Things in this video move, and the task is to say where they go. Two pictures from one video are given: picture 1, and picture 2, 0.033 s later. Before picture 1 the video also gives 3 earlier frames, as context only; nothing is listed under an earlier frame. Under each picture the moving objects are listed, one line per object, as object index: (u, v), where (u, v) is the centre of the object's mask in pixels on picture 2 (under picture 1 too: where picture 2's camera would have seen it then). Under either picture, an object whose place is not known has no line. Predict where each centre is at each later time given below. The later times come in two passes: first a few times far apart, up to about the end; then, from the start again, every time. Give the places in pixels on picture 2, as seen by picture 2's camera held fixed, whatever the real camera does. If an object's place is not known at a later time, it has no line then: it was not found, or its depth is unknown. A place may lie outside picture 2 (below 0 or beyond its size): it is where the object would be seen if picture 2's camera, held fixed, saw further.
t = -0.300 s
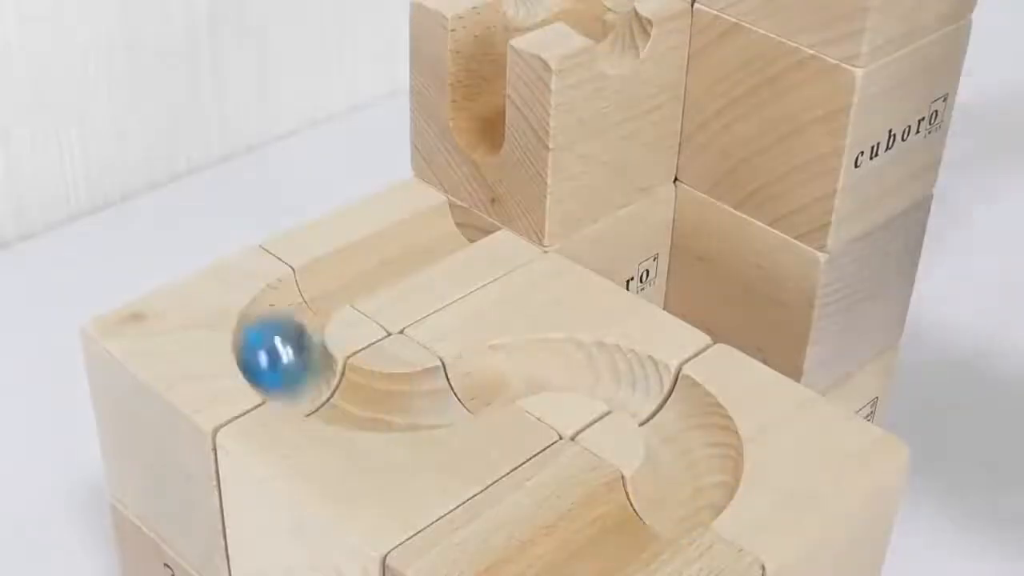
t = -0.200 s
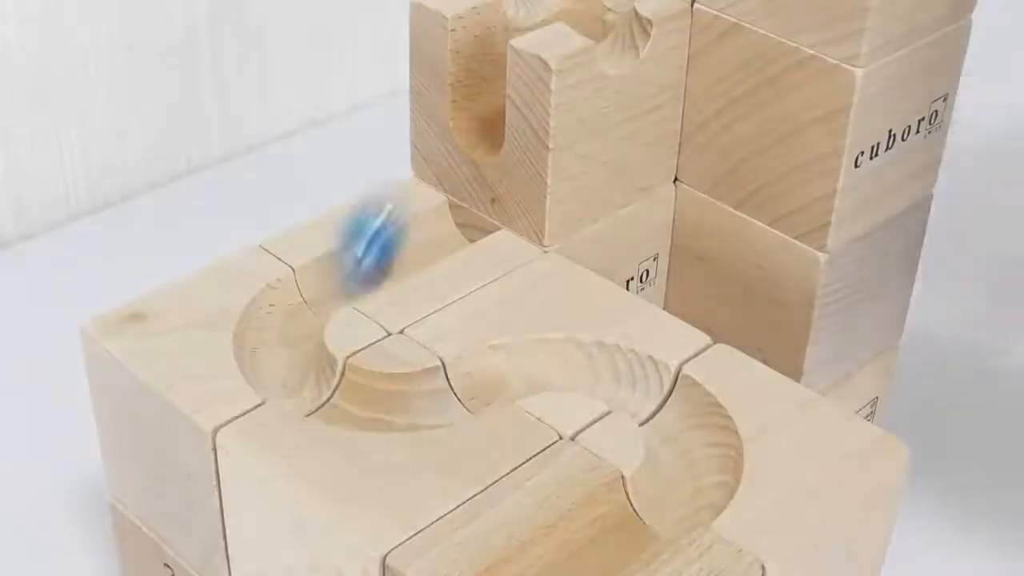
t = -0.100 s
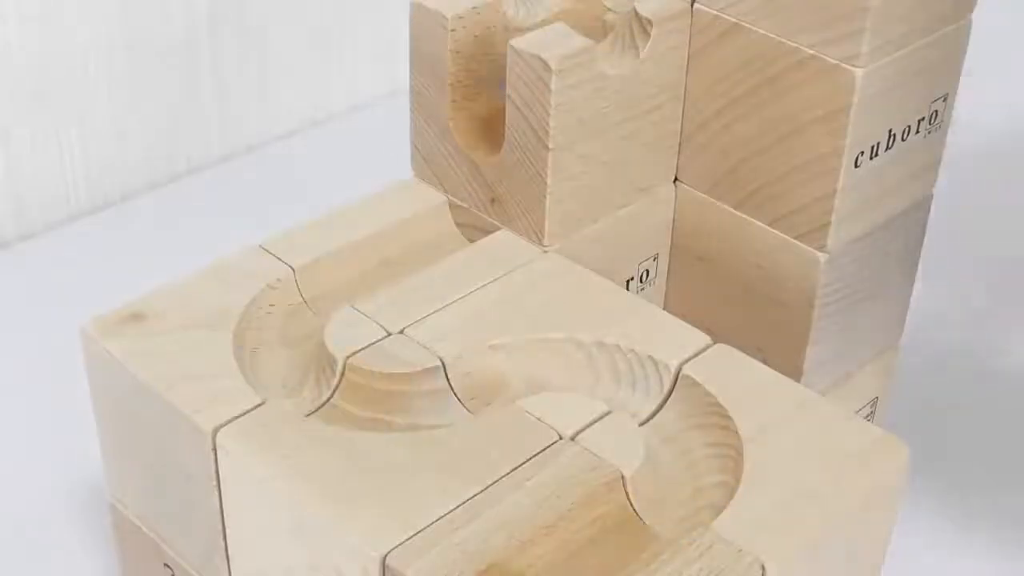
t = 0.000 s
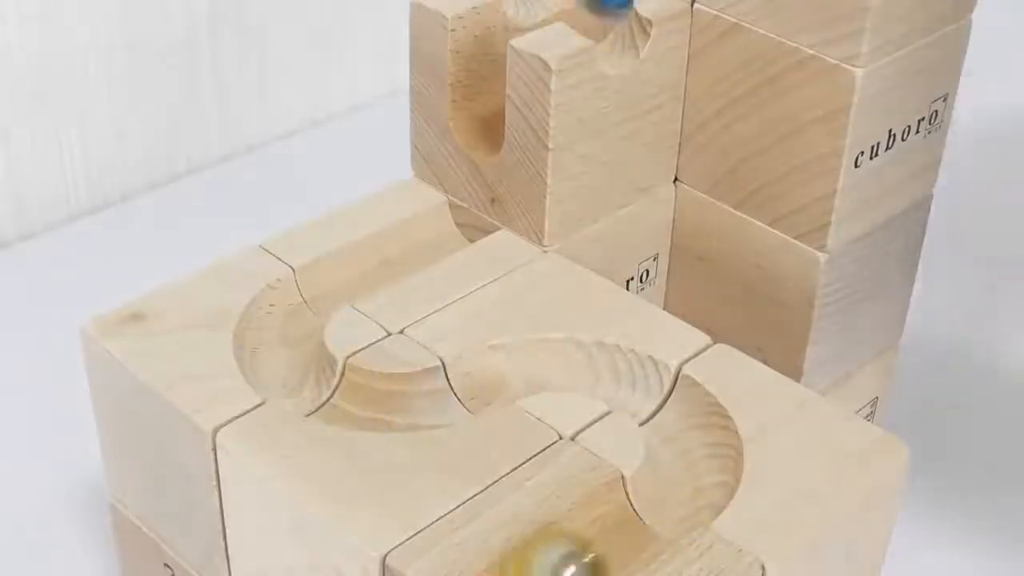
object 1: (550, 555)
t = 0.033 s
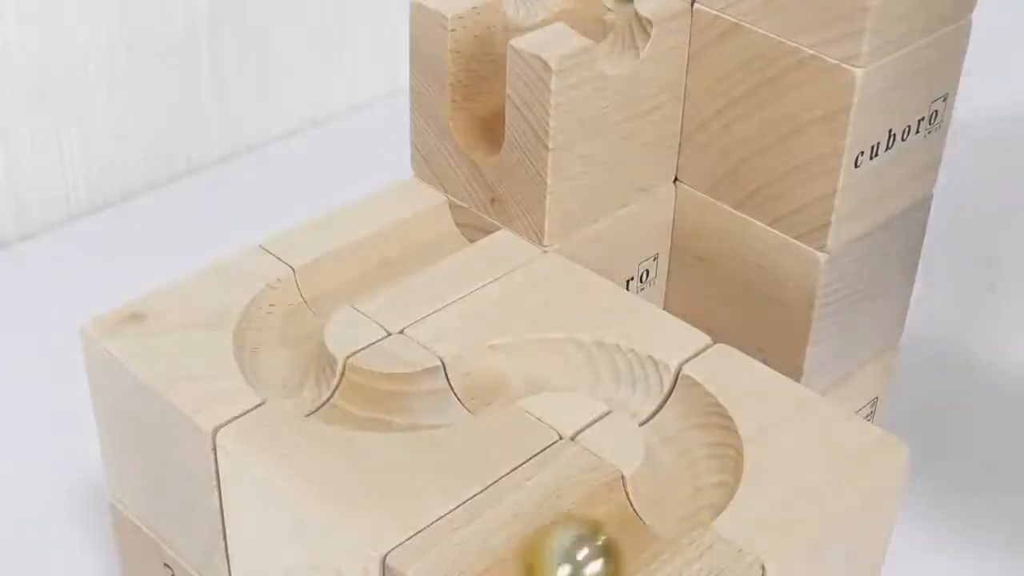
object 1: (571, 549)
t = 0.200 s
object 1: (665, 502)
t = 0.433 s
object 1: (619, 374)
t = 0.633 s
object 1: (427, 403)
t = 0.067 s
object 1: (590, 542)
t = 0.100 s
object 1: (610, 536)
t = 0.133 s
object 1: (624, 526)
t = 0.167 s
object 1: (641, 513)
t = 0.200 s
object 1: (665, 502)
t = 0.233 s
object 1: (682, 490)
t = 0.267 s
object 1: (693, 474)
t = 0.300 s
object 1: (696, 452)
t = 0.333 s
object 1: (687, 429)
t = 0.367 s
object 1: (674, 411)
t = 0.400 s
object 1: (648, 390)
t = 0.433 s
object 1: (619, 374)
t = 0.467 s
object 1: (588, 366)
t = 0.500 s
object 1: (553, 365)
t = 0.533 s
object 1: (515, 366)
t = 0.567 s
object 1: (491, 375)
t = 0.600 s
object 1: (463, 391)
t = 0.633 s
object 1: (427, 403)
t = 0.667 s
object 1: (381, 407)
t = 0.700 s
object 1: (334, 395)
